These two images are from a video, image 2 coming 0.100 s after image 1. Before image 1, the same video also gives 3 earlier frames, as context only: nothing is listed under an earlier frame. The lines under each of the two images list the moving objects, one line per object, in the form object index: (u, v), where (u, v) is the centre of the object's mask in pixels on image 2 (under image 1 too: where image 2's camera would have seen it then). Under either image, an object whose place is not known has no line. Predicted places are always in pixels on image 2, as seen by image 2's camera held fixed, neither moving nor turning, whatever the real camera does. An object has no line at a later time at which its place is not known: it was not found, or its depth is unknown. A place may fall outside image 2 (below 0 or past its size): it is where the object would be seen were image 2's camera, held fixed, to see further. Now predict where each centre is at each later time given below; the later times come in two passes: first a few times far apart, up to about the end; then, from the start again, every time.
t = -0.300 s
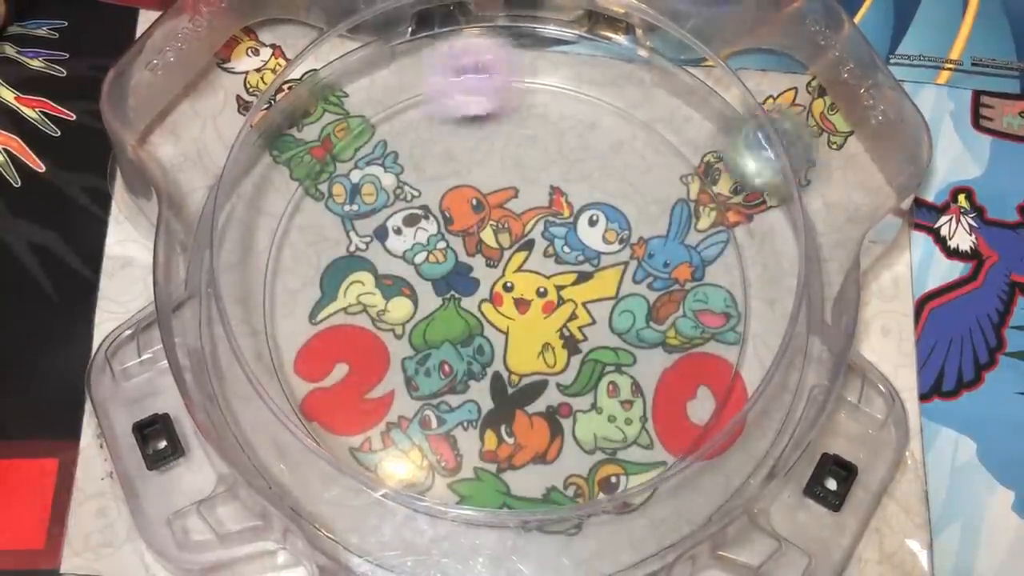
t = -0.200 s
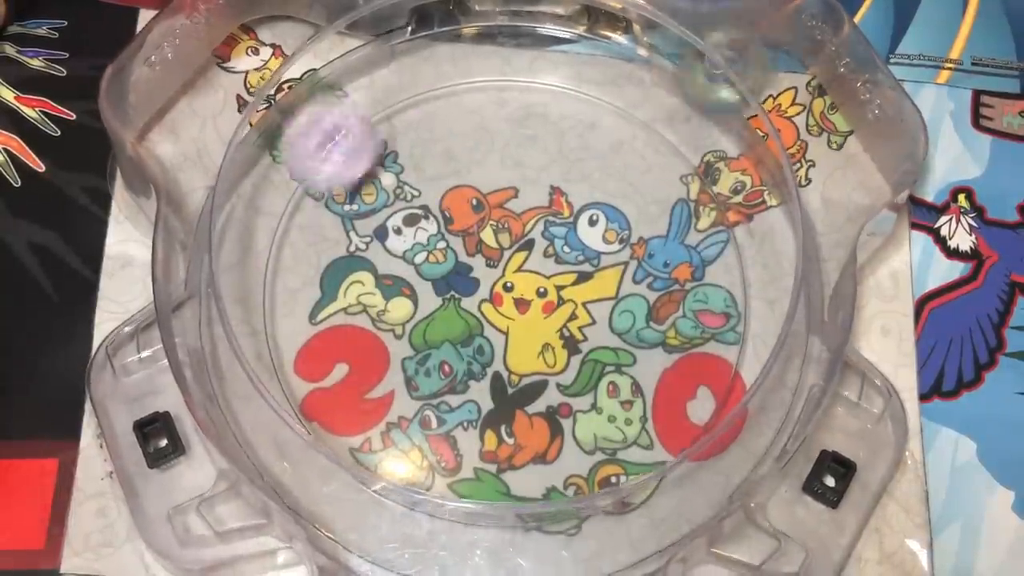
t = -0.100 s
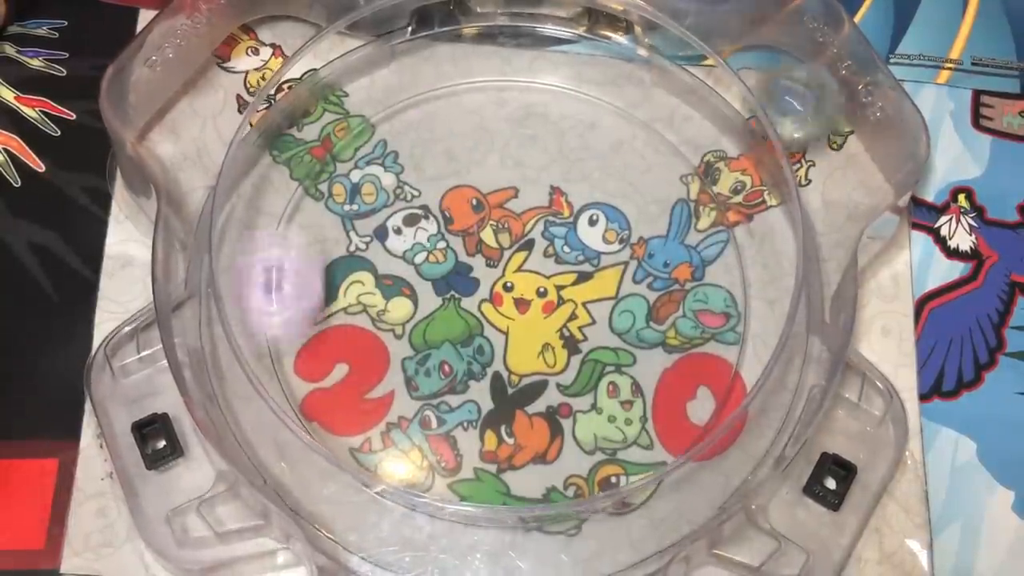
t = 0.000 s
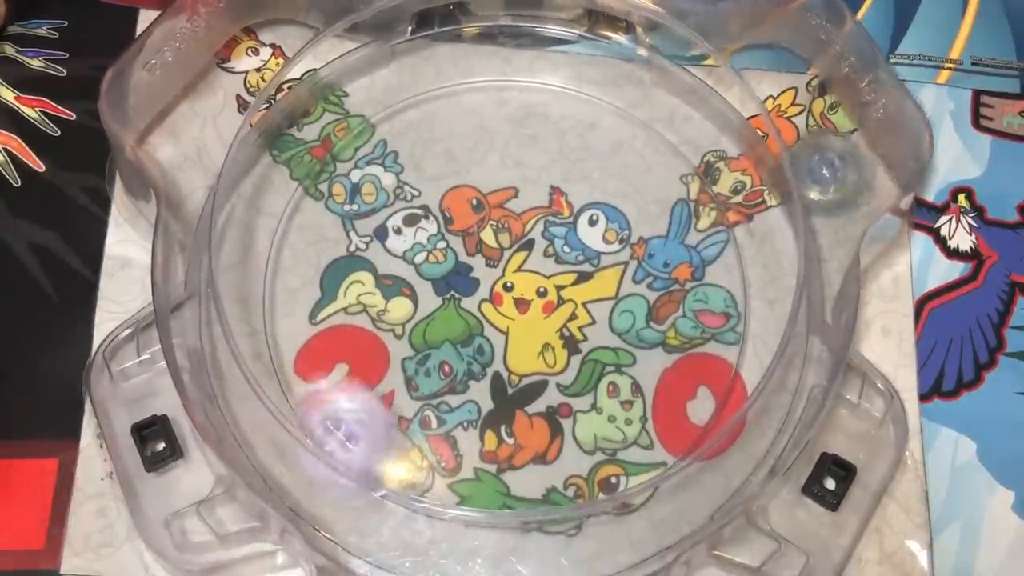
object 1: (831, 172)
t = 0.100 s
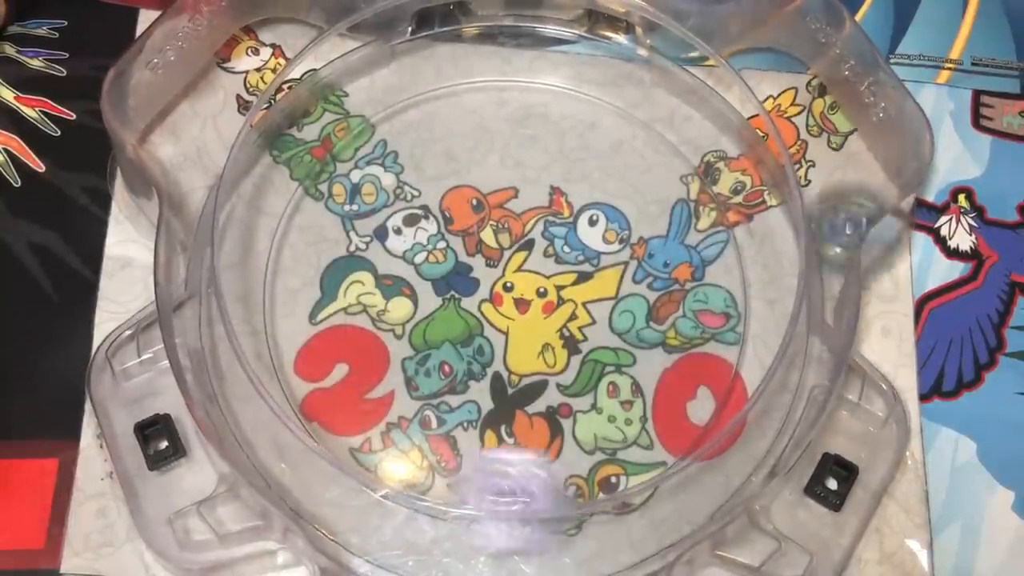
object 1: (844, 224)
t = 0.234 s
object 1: (866, 241)
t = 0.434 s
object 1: (848, 204)
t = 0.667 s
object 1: (841, 176)
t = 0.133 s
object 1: (861, 242)
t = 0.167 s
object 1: (865, 245)
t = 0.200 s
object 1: (864, 245)
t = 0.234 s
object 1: (866, 241)
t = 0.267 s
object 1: (864, 235)
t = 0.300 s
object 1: (862, 228)
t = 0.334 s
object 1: (861, 223)
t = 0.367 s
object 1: (858, 218)
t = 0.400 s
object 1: (848, 208)
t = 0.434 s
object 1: (848, 204)
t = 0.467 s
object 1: (848, 199)
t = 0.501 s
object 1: (849, 195)
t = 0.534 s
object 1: (846, 193)
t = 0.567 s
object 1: (849, 190)
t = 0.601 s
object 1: (842, 187)
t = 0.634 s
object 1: (841, 181)
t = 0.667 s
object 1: (841, 176)
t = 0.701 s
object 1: (840, 172)
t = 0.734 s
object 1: (834, 165)
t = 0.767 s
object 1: (832, 161)
